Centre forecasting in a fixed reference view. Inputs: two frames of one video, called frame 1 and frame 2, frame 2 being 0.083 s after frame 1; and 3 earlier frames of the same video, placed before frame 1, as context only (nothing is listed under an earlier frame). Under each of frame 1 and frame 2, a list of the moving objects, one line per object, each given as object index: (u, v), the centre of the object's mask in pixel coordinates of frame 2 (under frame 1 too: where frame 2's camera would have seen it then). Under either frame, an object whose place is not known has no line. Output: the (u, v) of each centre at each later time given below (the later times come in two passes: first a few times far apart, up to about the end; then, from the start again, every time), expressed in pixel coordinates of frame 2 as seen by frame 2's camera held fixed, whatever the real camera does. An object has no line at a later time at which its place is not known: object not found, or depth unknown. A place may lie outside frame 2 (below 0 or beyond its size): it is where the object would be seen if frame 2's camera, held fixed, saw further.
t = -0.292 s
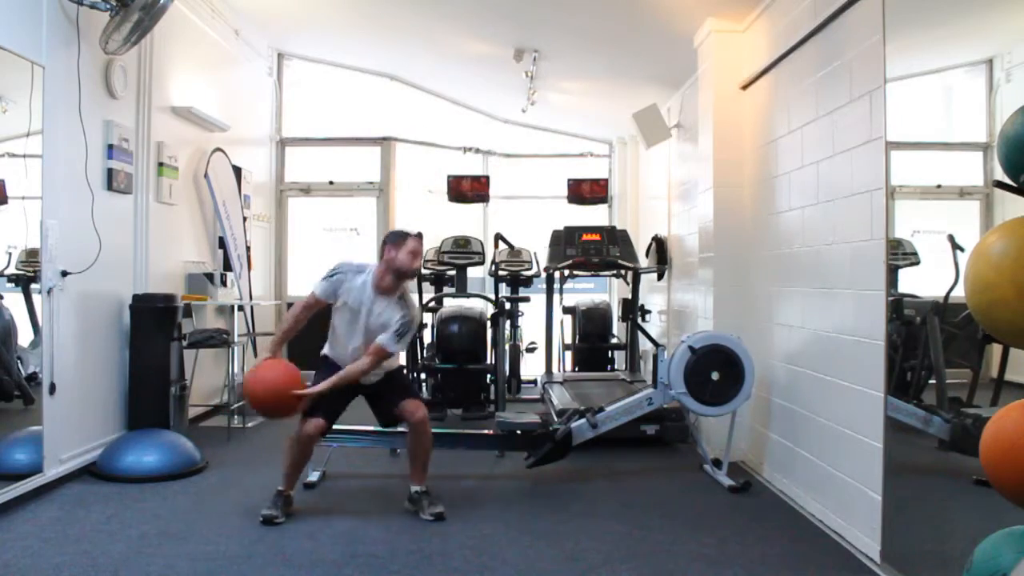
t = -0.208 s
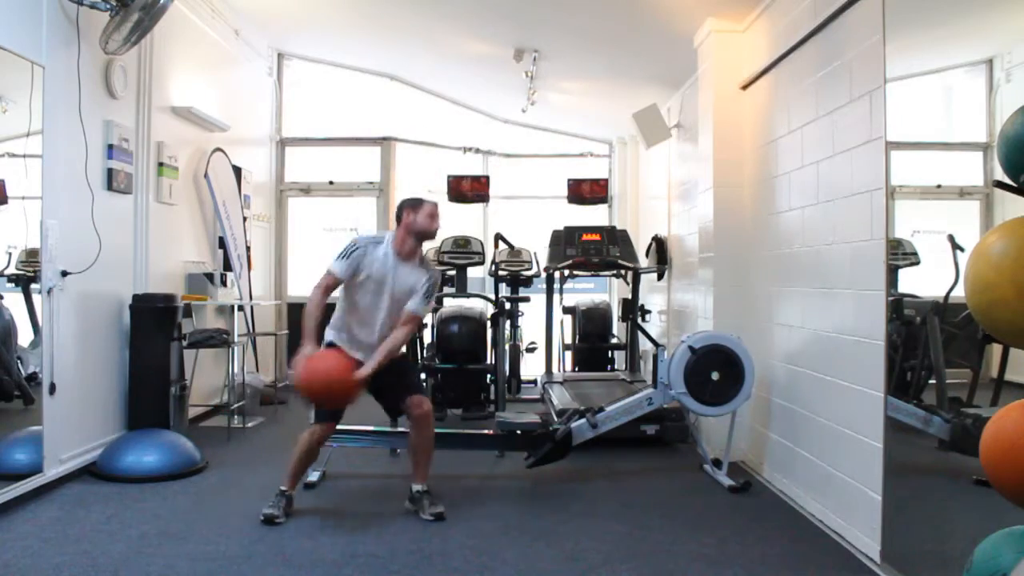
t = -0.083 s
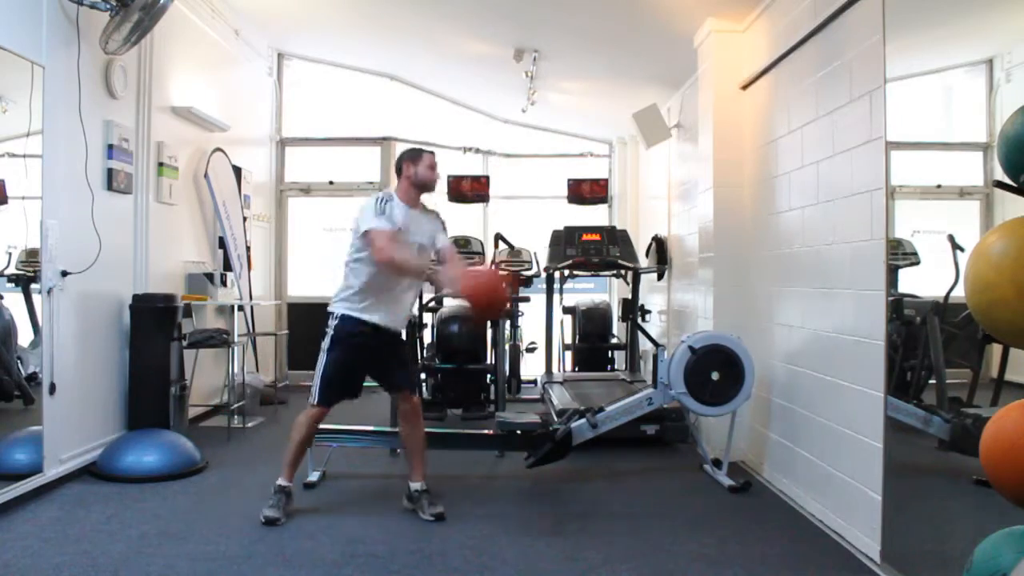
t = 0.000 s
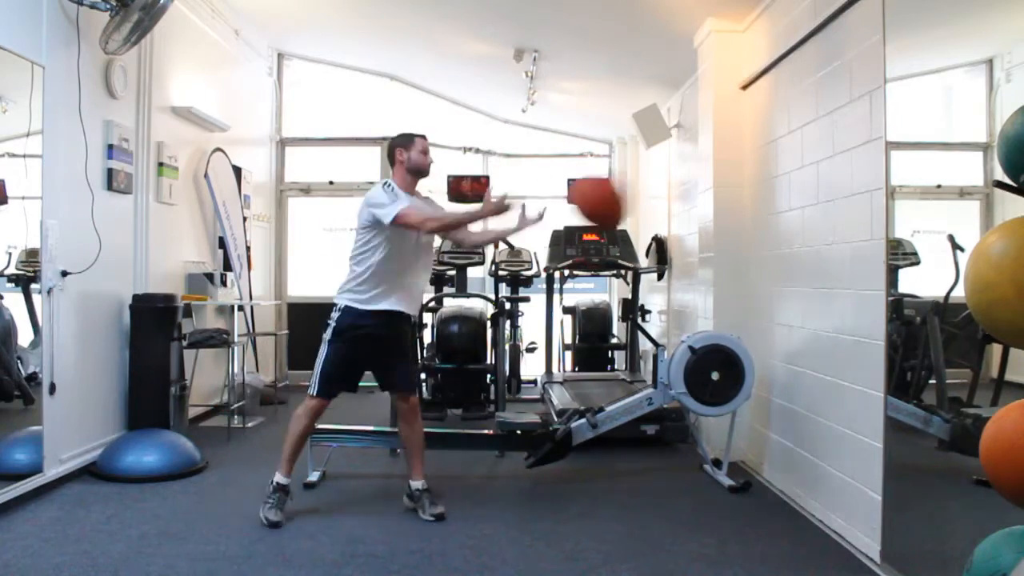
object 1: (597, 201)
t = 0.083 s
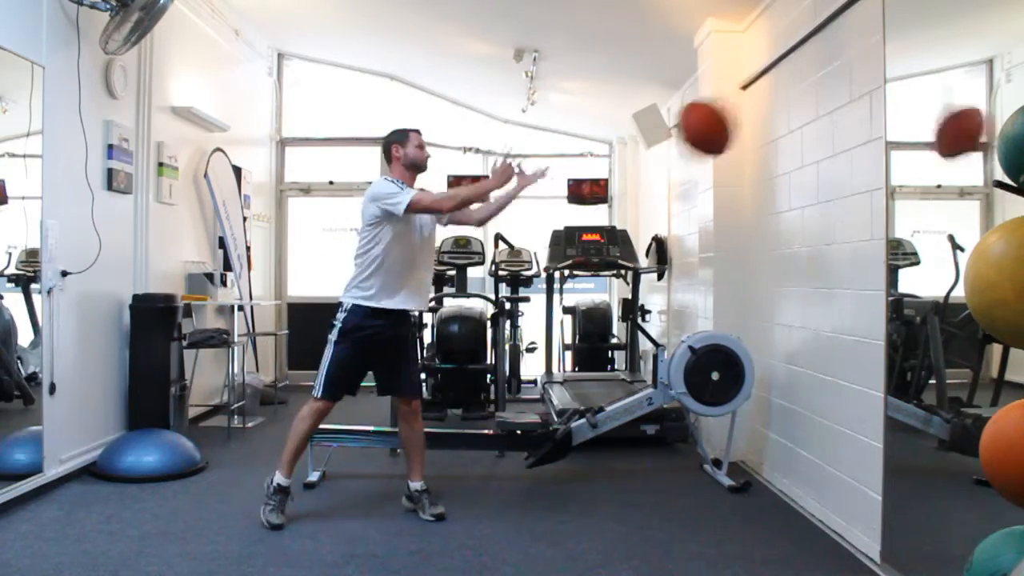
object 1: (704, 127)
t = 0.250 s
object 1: (753, 48)
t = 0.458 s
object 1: (606, 67)
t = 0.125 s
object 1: (756, 97)
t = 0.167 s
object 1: (806, 72)
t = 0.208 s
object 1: (783, 54)
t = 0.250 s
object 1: (753, 48)
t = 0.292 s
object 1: (723, 45)
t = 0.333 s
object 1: (693, 45)
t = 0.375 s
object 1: (664, 49)
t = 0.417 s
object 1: (635, 56)
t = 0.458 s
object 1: (606, 67)
